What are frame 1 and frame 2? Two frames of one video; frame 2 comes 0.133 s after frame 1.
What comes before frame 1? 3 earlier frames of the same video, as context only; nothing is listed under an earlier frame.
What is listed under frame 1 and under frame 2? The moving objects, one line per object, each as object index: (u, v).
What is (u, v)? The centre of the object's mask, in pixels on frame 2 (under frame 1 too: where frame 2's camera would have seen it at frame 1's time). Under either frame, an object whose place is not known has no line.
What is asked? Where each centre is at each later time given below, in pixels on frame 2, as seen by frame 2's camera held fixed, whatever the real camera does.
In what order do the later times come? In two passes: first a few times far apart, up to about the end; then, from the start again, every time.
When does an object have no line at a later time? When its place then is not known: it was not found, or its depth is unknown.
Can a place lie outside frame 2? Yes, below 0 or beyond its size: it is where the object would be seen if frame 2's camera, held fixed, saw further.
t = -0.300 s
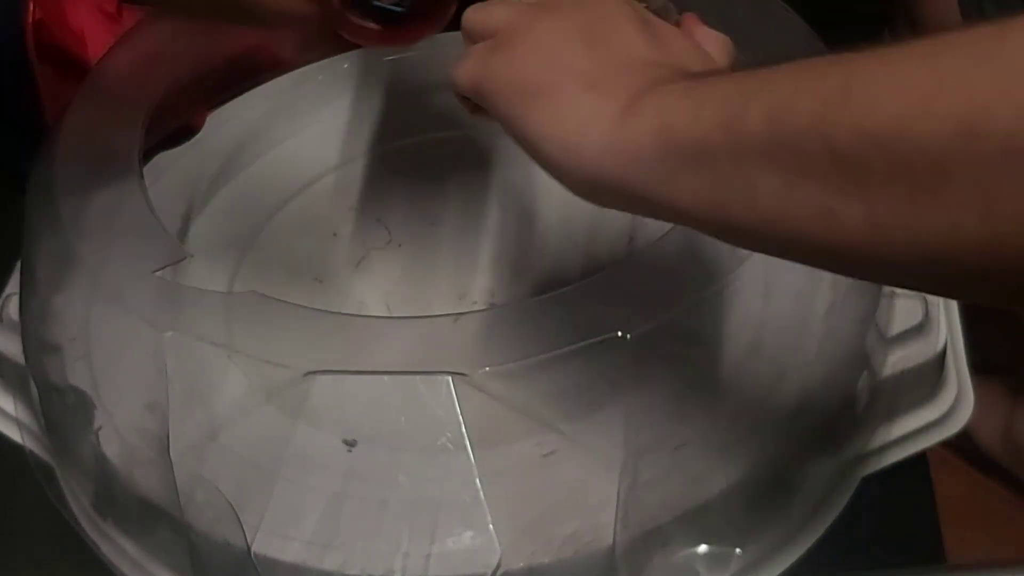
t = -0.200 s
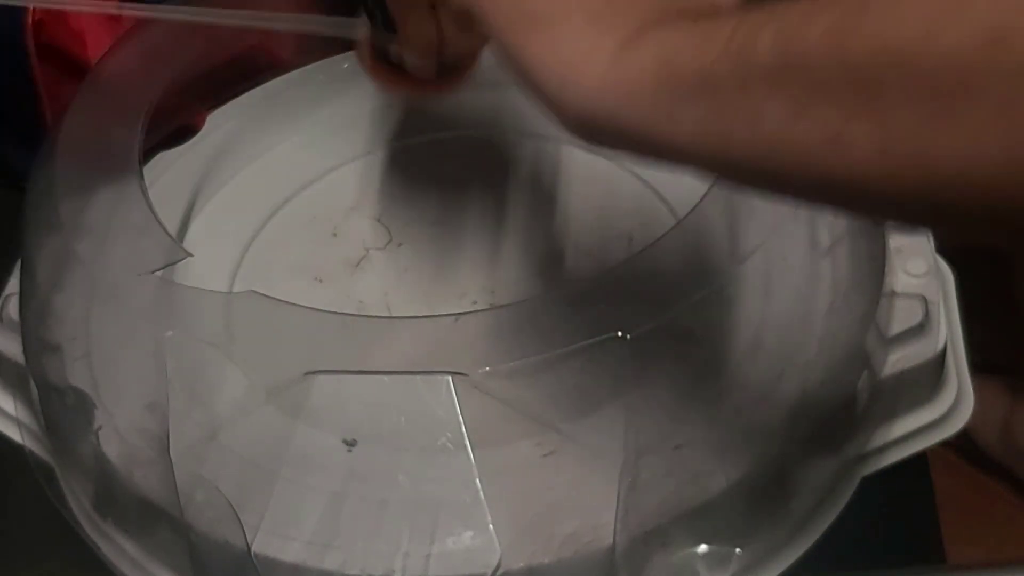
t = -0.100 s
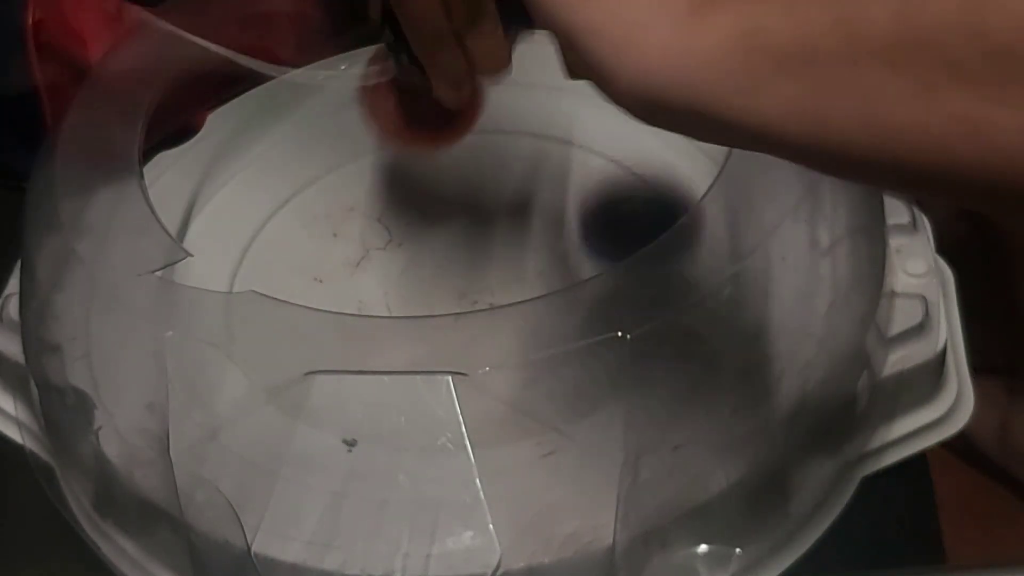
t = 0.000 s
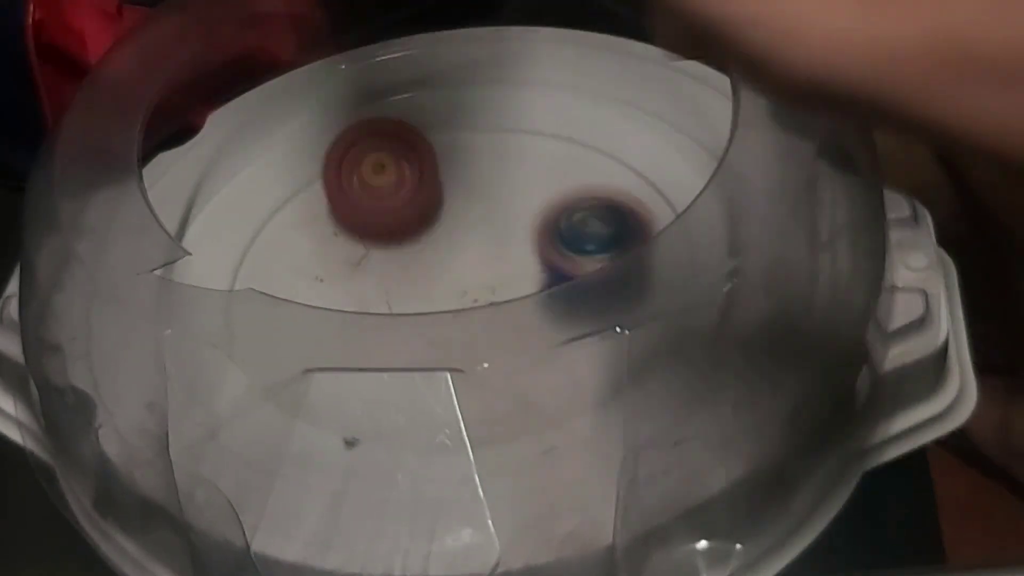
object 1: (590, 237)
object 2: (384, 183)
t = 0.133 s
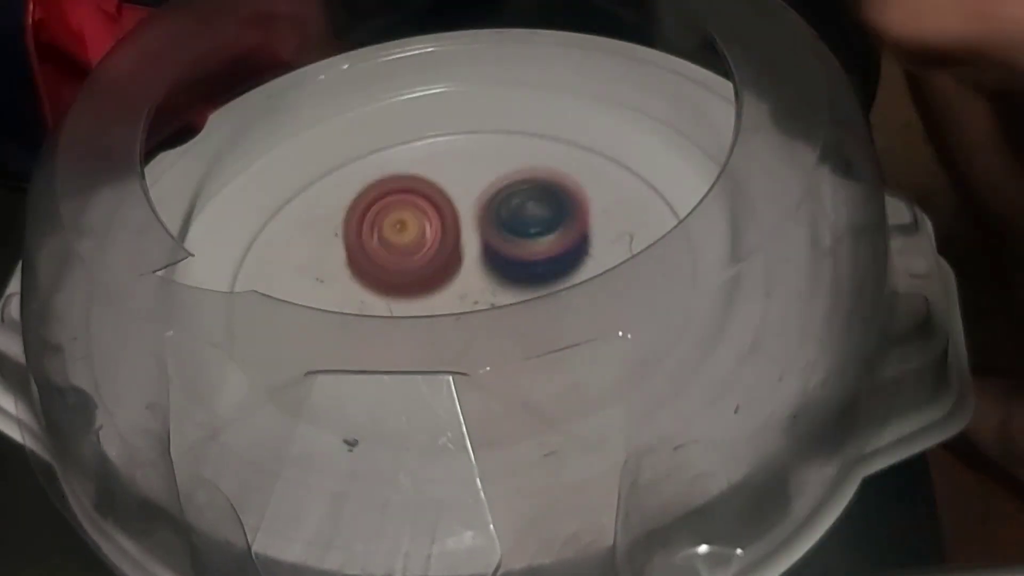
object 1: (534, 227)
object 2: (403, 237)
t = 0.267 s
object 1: (555, 229)
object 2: (443, 283)
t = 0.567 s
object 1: (503, 173)
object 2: (497, 350)
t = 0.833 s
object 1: (344, 286)
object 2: (616, 196)
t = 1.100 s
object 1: (486, 385)
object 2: (688, 73)
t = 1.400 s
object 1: (629, 184)
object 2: (527, 100)
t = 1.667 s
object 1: (413, 233)
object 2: (436, 36)
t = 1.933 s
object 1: (464, 377)
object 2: (468, 37)
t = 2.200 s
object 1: (614, 275)
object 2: (594, 41)
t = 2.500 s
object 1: (424, 255)
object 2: (650, 68)
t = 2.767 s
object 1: (399, 365)
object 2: (696, 87)
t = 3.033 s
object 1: (565, 307)
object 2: (710, 105)
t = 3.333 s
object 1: (401, 240)
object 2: (802, 177)
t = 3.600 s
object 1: (335, 342)
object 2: (818, 260)
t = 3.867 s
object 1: (515, 307)
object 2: (807, 312)
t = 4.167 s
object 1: (409, 222)
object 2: (781, 327)
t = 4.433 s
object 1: (356, 322)
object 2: (686, 319)
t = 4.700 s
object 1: (346, 305)
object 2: (668, 200)
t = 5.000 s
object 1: (359, 307)
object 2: (660, 148)
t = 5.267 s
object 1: (457, 301)
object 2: (486, 200)
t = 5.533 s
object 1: (468, 388)
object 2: (284, 232)
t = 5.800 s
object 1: (527, 293)
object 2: (559, 406)
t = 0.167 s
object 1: (549, 227)
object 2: (402, 247)
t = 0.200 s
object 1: (556, 228)
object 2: (410, 259)
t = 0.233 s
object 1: (557, 228)
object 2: (423, 267)
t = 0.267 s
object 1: (555, 229)
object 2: (443, 283)
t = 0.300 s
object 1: (559, 224)
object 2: (454, 299)
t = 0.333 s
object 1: (574, 208)
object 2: (455, 316)
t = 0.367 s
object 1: (581, 195)
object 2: (459, 336)
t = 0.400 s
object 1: (582, 183)
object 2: (462, 349)
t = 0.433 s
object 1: (576, 174)
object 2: (468, 356)
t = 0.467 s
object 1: (564, 168)
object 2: (473, 361)
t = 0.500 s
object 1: (547, 166)
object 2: (481, 361)
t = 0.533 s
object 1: (526, 168)
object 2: (488, 359)
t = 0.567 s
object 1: (503, 173)
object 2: (497, 350)
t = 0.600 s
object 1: (481, 183)
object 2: (502, 341)
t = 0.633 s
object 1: (457, 197)
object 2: (507, 325)
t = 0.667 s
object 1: (438, 213)
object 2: (510, 312)
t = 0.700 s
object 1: (420, 232)
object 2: (517, 289)
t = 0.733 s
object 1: (410, 254)
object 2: (524, 256)
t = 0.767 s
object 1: (381, 262)
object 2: (558, 239)
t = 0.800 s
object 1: (369, 266)
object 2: (575, 229)
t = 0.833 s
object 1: (344, 286)
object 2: (616, 196)
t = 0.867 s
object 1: (340, 294)
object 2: (626, 181)
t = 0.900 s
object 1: (339, 311)
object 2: (642, 156)
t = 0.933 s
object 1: (345, 328)
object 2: (658, 145)
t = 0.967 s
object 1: (360, 347)
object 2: (673, 126)
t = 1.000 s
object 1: (382, 363)
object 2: (685, 106)
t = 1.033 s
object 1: (412, 378)
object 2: (691, 91)
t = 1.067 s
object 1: (446, 383)
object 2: (694, 78)
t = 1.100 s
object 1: (486, 385)
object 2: (688, 73)
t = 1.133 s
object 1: (529, 380)
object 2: (677, 73)
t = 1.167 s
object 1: (574, 369)
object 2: (659, 77)
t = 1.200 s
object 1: (616, 352)
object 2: (641, 80)
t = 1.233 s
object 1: (645, 325)
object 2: (621, 83)
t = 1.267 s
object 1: (665, 296)
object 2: (602, 89)
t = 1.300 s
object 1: (671, 268)
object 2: (580, 94)
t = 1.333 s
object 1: (665, 237)
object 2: (560, 100)
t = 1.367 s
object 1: (649, 203)
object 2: (542, 101)
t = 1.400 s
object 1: (629, 184)
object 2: (527, 100)
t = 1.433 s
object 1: (603, 168)
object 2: (514, 98)
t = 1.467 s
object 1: (575, 161)
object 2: (500, 89)
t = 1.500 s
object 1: (551, 164)
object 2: (486, 73)
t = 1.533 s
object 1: (523, 170)
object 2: (472, 58)
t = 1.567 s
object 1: (493, 182)
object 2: (458, 53)
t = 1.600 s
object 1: (464, 196)
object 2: (447, 47)
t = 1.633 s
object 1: (436, 213)
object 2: (440, 40)
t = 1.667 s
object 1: (413, 233)
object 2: (436, 36)
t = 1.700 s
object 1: (395, 254)
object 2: (431, 38)
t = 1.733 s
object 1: (385, 273)
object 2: (427, 40)
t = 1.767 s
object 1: (383, 301)
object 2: (426, 42)
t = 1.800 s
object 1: (386, 319)
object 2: (428, 42)
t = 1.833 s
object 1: (397, 341)
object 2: (434, 41)
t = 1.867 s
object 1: (415, 359)
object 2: (443, 40)
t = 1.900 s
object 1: (437, 373)
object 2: (455, 37)
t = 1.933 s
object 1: (464, 377)
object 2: (468, 37)
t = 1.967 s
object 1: (494, 377)
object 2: (483, 37)
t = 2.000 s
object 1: (524, 373)
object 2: (498, 36)
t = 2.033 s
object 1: (552, 363)
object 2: (513, 37)
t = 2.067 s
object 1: (576, 351)
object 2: (529, 37)
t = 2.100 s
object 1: (596, 335)
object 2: (546, 37)
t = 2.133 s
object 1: (610, 315)
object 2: (561, 39)
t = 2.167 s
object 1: (615, 294)
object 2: (578, 40)
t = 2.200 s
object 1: (614, 275)
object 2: (594, 41)
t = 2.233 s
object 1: (607, 259)
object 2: (609, 43)
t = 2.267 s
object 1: (592, 238)
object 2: (612, 48)
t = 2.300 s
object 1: (576, 234)
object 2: (613, 54)
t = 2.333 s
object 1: (555, 231)
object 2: (615, 59)
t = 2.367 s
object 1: (532, 229)
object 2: (621, 61)
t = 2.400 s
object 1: (505, 230)
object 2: (629, 62)
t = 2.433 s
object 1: (477, 235)
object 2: (639, 61)
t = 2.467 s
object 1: (449, 243)
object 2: (645, 64)
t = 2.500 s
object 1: (424, 255)
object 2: (650, 68)
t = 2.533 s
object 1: (403, 267)
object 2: (655, 71)
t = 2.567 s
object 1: (386, 277)
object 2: (663, 73)
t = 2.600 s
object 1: (378, 285)
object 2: (672, 73)
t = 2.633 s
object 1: (369, 313)
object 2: (680, 71)
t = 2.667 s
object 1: (368, 323)
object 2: (685, 73)
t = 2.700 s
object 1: (372, 341)
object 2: (689, 79)
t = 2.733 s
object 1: (383, 355)
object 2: (692, 84)
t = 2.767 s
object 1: (399, 365)
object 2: (696, 87)
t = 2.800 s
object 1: (422, 374)
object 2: (699, 89)
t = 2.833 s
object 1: (449, 376)
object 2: (700, 93)
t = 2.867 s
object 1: (478, 372)
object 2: (702, 96)
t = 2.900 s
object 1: (505, 363)
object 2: (705, 97)
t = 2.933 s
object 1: (526, 351)
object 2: (706, 99)
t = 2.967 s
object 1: (543, 337)
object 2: (707, 100)
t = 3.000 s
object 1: (556, 322)
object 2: (708, 103)
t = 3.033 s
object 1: (565, 307)
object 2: (710, 105)
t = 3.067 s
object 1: (567, 289)
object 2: (713, 105)
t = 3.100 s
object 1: (563, 273)
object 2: (715, 109)
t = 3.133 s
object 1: (552, 257)
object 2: (717, 115)
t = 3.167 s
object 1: (535, 249)
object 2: (720, 121)
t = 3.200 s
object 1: (513, 242)
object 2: (763, 133)
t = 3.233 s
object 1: (486, 236)
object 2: (773, 143)
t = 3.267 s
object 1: (457, 234)
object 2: (785, 155)
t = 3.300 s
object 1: (429, 236)
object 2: (795, 165)
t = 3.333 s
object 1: (401, 240)
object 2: (802, 177)
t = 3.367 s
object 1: (379, 247)
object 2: (808, 190)
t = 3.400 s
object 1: (359, 259)
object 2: (813, 201)
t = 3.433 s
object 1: (343, 267)
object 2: (812, 215)
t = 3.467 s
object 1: (332, 276)
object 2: (821, 218)
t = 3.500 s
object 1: (323, 300)
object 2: (821, 235)
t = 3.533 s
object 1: (321, 315)
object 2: (820, 243)
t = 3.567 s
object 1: (325, 324)
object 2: (821, 252)
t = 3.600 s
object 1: (335, 342)
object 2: (818, 260)
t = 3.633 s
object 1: (353, 355)
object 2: (819, 269)
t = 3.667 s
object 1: (377, 361)
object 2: (819, 275)
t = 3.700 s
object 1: (404, 363)
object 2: (816, 281)
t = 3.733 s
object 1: (434, 360)
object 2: (814, 288)
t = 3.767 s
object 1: (463, 352)
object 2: (813, 294)
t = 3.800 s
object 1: (488, 340)
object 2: (810, 300)
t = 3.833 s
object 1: (505, 325)
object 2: (808, 306)
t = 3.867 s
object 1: (515, 307)
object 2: (807, 312)
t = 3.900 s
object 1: (523, 289)
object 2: (806, 317)
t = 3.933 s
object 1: (526, 274)
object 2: (805, 322)
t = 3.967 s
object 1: (522, 255)
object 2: (804, 325)
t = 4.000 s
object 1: (513, 244)
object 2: (803, 327)
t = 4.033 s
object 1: (497, 233)
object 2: (800, 328)
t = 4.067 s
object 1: (477, 225)
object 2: (797, 329)
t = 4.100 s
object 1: (455, 220)
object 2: (795, 330)
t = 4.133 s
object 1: (432, 219)
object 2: (787, 328)
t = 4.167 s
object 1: (409, 222)
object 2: (781, 327)
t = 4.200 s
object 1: (388, 231)
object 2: (776, 326)
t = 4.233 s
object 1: (370, 242)
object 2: (769, 325)
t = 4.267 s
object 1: (355, 257)
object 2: (761, 324)
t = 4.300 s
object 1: (344, 267)
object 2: (749, 321)
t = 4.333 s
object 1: (338, 286)
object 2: (737, 319)
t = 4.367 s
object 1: (339, 301)
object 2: (721, 317)
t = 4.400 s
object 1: (344, 313)
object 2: (704, 317)
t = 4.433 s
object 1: (356, 322)
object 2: (686, 319)
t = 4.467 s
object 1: (372, 328)
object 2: (665, 322)
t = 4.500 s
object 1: (393, 341)
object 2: (645, 327)
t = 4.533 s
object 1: (419, 344)
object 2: (621, 329)
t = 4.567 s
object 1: (445, 344)
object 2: (596, 325)
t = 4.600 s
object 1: (444, 338)
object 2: (599, 312)
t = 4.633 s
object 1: (403, 325)
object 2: (644, 282)
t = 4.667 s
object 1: (371, 315)
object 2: (647, 224)
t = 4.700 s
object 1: (346, 305)
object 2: (668, 200)
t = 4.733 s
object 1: (330, 295)
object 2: (680, 182)
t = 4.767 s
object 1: (321, 287)
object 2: (690, 163)
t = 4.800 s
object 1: (317, 283)
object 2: (698, 152)
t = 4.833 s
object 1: (317, 283)
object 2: (696, 142)
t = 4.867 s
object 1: (321, 285)
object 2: (690, 140)
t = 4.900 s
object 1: (327, 289)
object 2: (683, 139)
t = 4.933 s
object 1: (336, 295)
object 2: (676, 141)
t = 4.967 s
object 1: (347, 301)
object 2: (668, 143)
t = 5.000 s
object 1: (359, 307)
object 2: (660, 148)
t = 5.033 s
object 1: (373, 310)
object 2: (652, 152)
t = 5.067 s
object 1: (388, 313)
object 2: (643, 157)
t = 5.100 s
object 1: (403, 313)
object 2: (632, 165)
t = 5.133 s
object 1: (418, 313)
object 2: (615, 177)
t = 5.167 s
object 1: (432, 311)
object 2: (590, 186)
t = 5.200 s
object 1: (444, 307)
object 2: (560, 194)
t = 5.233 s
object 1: (453, 300)
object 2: (524, 202)
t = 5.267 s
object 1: (457, 301)
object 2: (486, 200)
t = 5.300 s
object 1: (440, 325)
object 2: (458, 171)
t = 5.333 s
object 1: (427, 357)
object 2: (429, 148)
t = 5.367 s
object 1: (419, 374)
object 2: (398, 134)
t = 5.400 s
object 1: (417, 384)
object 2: (368, 134)
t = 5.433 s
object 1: (422, 391)
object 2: (342, 146)
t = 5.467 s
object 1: (433, 394)
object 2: (320, 168)
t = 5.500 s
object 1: (449, 392)
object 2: (300, 197)
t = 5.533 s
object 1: (468, 388)
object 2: (284, 232)
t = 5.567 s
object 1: (488, 379)
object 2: (275, 270)
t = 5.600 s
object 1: (507, 369)
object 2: (279, 313)
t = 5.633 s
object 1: (519, 356)
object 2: (299, 352)
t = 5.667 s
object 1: (526, 338)
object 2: (338, 385)
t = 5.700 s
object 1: (527, 332)
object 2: (361, 395)
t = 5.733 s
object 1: (530, 315)
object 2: (450, 418)
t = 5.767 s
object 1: (529, 298)
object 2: (527, 413)
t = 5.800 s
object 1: (527, 293)
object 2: (559, 406)
